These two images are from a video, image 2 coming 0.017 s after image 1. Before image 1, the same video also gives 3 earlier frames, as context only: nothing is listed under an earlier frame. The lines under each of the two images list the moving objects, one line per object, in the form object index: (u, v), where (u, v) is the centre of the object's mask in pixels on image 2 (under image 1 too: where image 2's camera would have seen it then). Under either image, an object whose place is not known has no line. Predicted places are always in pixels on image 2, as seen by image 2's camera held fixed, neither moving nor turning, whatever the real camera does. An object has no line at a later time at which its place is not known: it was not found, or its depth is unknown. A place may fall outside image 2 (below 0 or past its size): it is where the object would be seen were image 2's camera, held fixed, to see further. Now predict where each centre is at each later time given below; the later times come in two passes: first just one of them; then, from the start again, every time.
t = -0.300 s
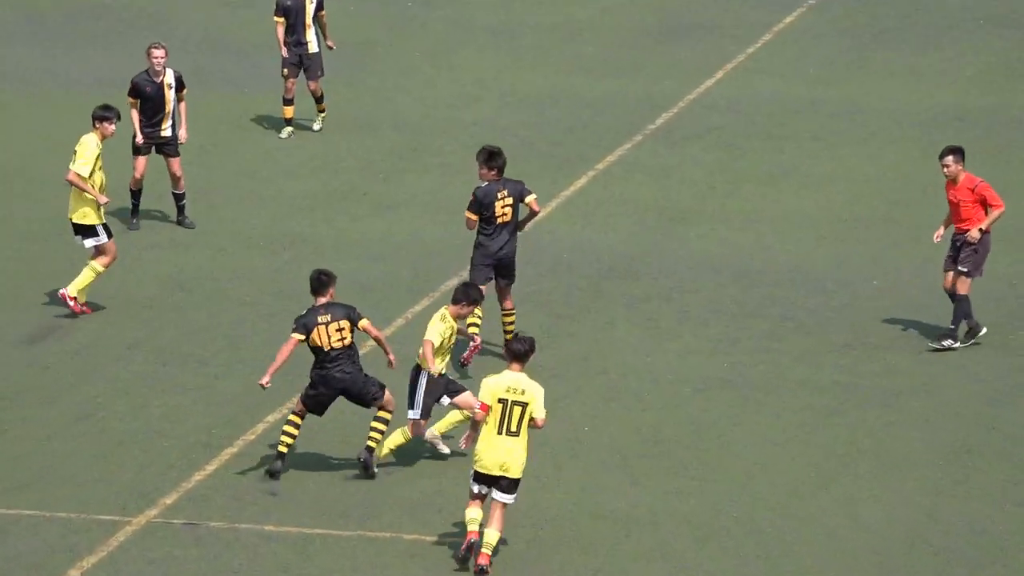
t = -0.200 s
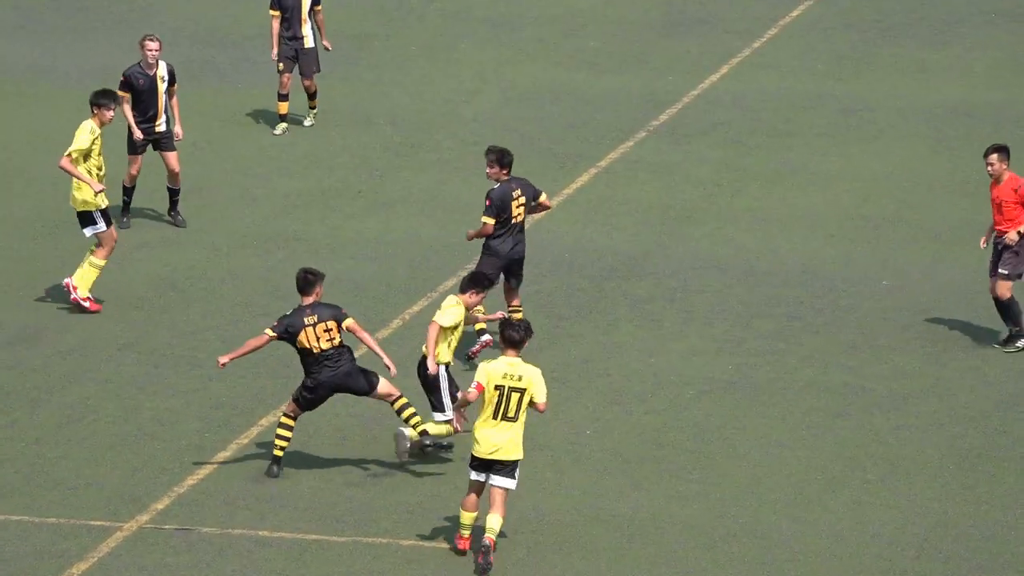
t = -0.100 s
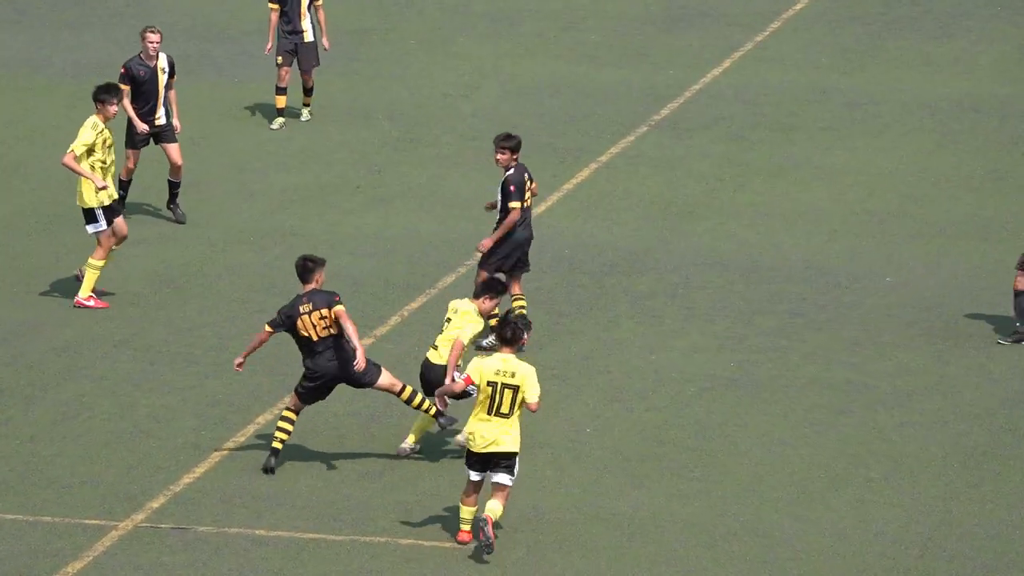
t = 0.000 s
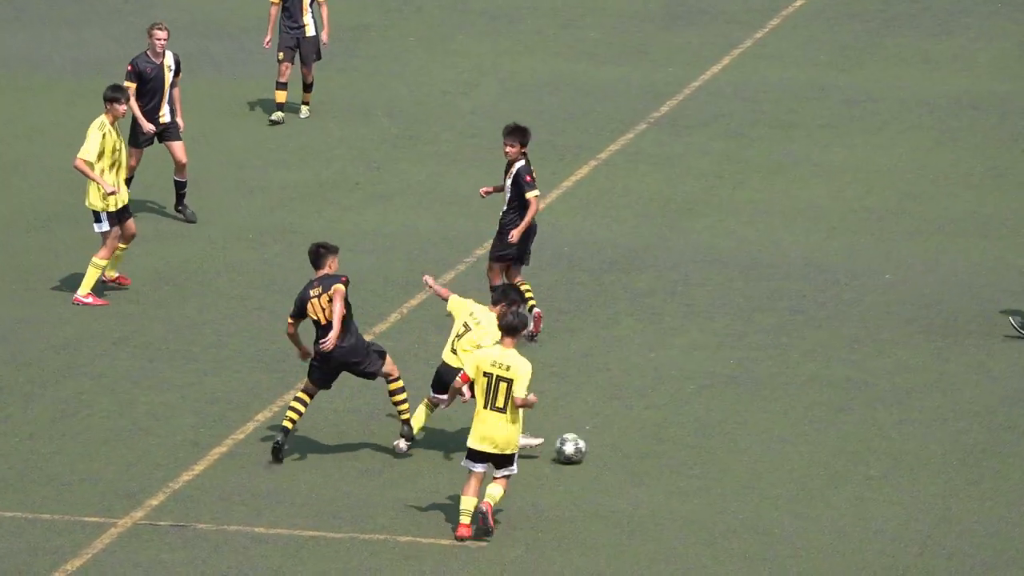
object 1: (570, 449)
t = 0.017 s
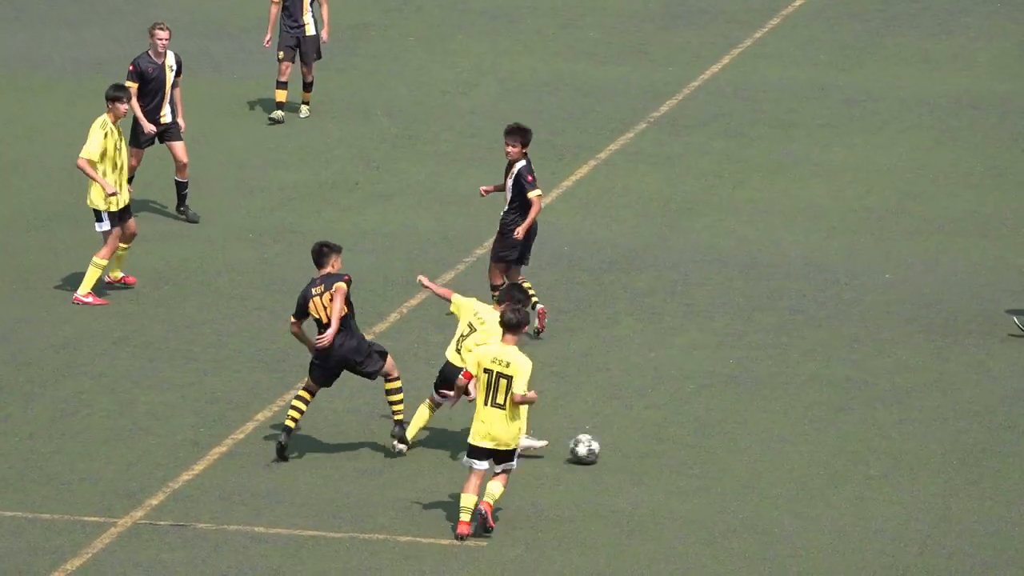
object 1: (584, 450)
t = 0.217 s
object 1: (733, 456)
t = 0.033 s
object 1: (597, 450)
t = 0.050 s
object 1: (611, 450)
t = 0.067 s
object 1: (623, 451)
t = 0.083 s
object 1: (636, 451)
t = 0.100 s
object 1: (650, 452)
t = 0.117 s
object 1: (663, 453)
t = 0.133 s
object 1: (674, 454)
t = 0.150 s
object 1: (686, 453)
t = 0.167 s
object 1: (697, 453)
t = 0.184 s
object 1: (709, 454)
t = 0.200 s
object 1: (721, 455)
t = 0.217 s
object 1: (733, 456)
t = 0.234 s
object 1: (745, 457)
